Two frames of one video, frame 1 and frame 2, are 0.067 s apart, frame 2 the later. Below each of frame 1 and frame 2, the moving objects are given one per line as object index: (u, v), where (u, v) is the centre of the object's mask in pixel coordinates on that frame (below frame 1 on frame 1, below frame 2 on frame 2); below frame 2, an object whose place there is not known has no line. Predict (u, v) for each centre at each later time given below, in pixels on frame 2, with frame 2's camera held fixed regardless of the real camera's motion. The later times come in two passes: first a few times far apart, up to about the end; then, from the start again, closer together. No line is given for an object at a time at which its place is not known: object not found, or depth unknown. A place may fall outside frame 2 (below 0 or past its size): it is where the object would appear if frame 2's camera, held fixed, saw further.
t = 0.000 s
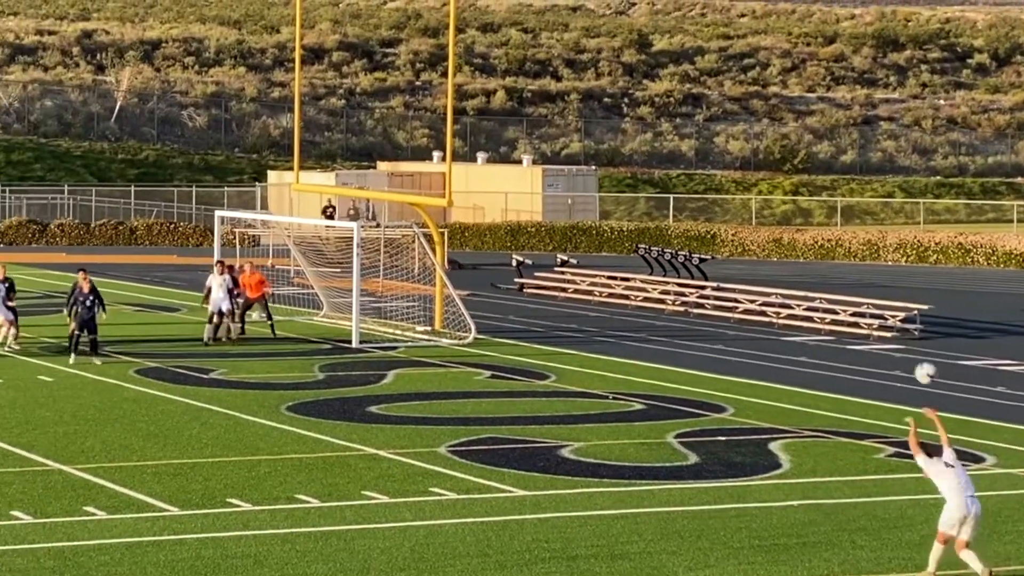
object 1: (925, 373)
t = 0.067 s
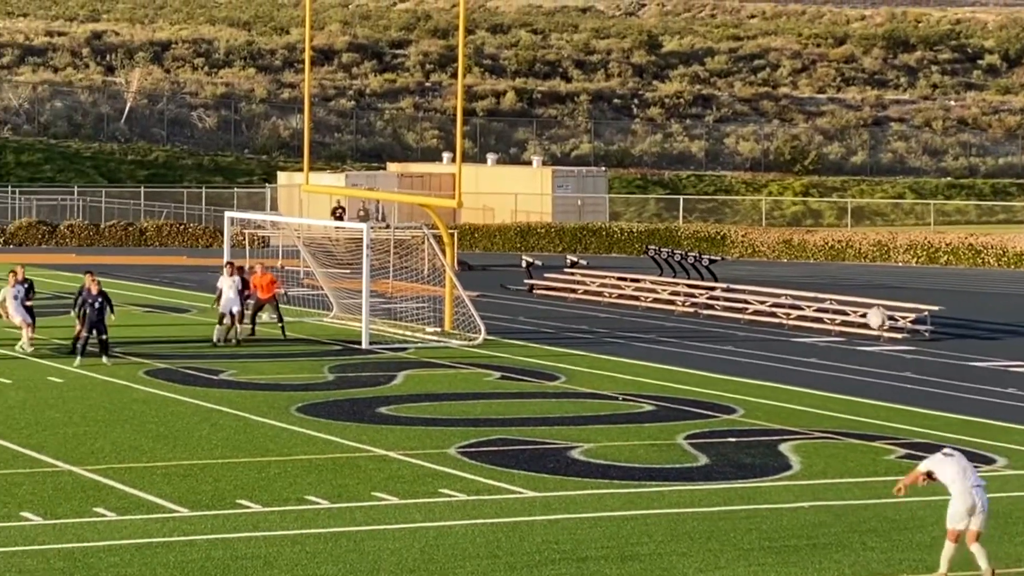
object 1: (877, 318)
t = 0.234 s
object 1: (752, 207)
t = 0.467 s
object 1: (622, 105)
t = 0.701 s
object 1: (523, 50)
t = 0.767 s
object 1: (499, 41)
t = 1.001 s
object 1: (429, 30)
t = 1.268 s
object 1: (360, 53)
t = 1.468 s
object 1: (315, 88)
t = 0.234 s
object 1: (752, 207)
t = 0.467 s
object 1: (622, 105)
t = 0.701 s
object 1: (523, 50)
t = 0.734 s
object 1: (510, 45)
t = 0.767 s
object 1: (499, 41)
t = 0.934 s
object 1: (448, 31)
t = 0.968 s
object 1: (438, 31)
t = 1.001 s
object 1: (429, 30)
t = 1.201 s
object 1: (376, 45)
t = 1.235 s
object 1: (368, 49)
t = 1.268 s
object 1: (360, 53)
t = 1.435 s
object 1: (322, 80)
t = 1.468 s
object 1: (315, 88)
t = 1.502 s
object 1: (308, 95)
